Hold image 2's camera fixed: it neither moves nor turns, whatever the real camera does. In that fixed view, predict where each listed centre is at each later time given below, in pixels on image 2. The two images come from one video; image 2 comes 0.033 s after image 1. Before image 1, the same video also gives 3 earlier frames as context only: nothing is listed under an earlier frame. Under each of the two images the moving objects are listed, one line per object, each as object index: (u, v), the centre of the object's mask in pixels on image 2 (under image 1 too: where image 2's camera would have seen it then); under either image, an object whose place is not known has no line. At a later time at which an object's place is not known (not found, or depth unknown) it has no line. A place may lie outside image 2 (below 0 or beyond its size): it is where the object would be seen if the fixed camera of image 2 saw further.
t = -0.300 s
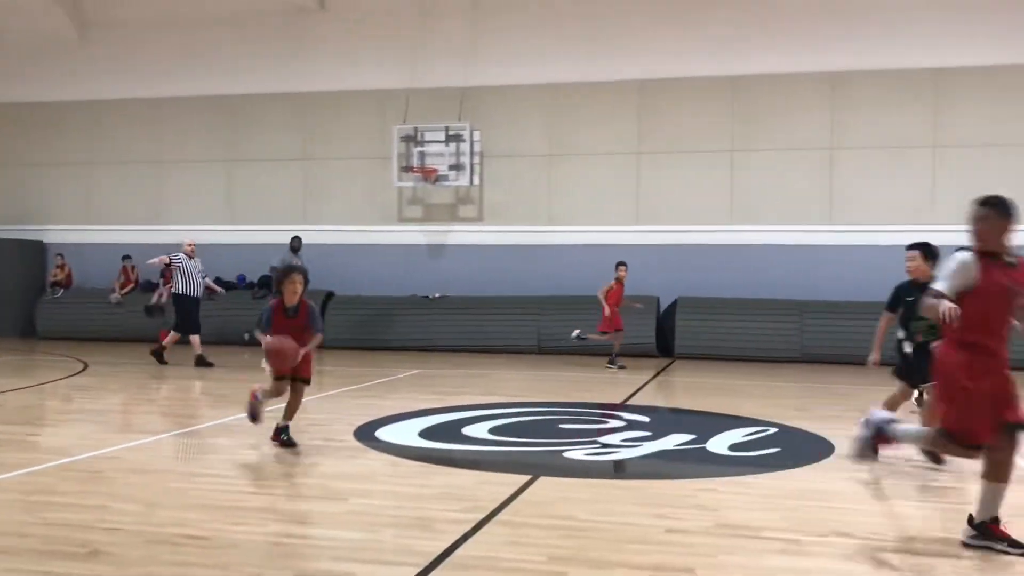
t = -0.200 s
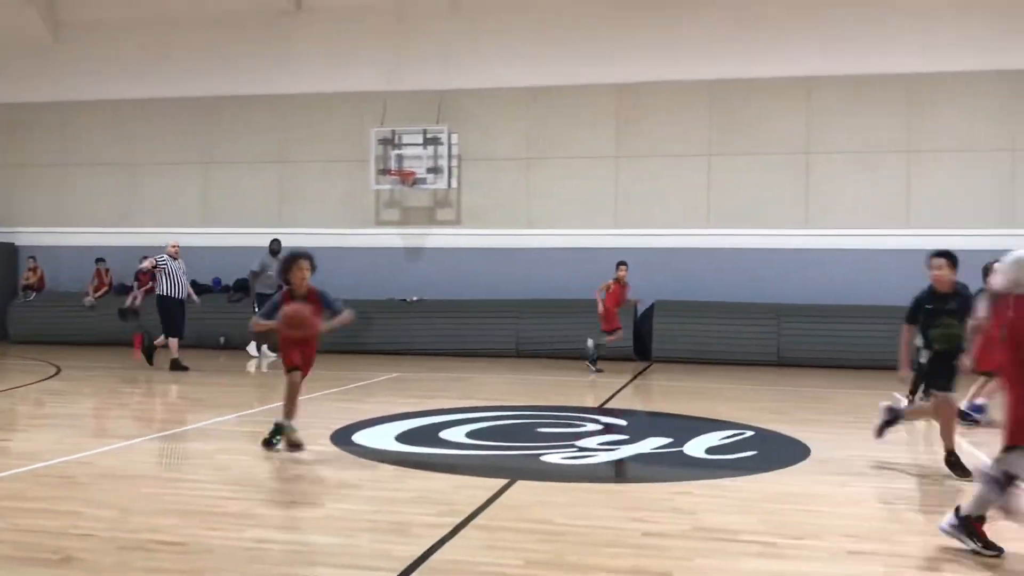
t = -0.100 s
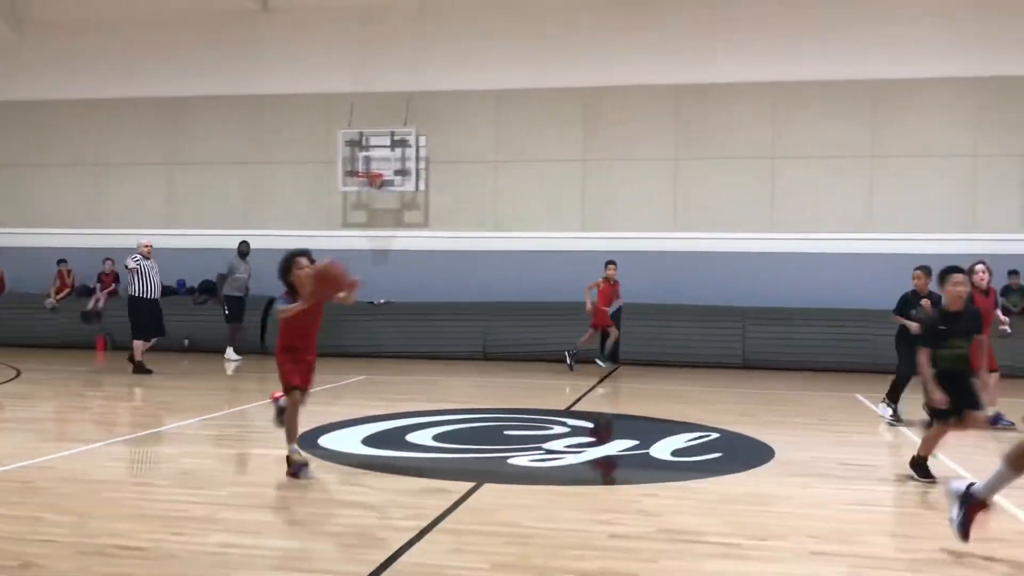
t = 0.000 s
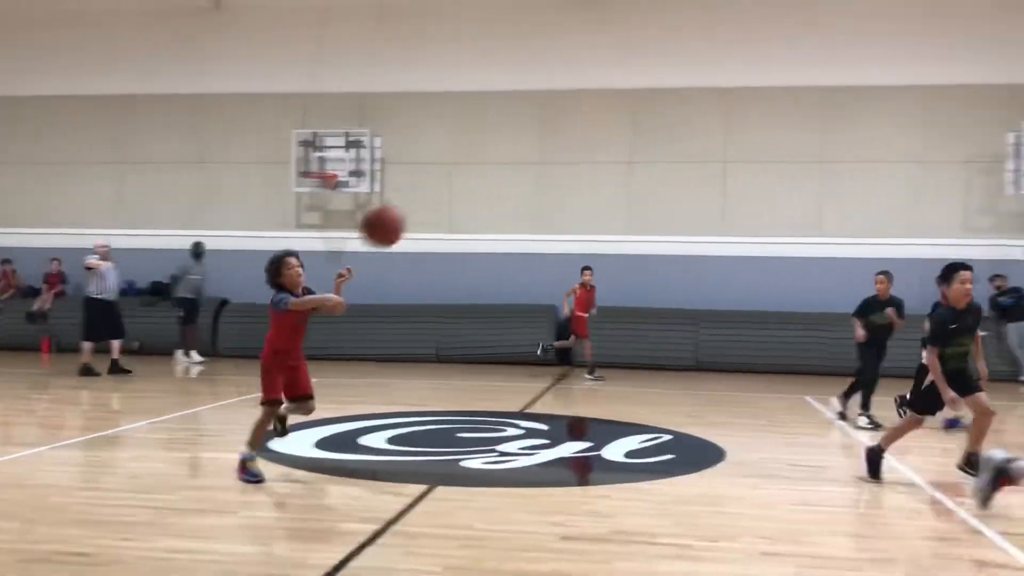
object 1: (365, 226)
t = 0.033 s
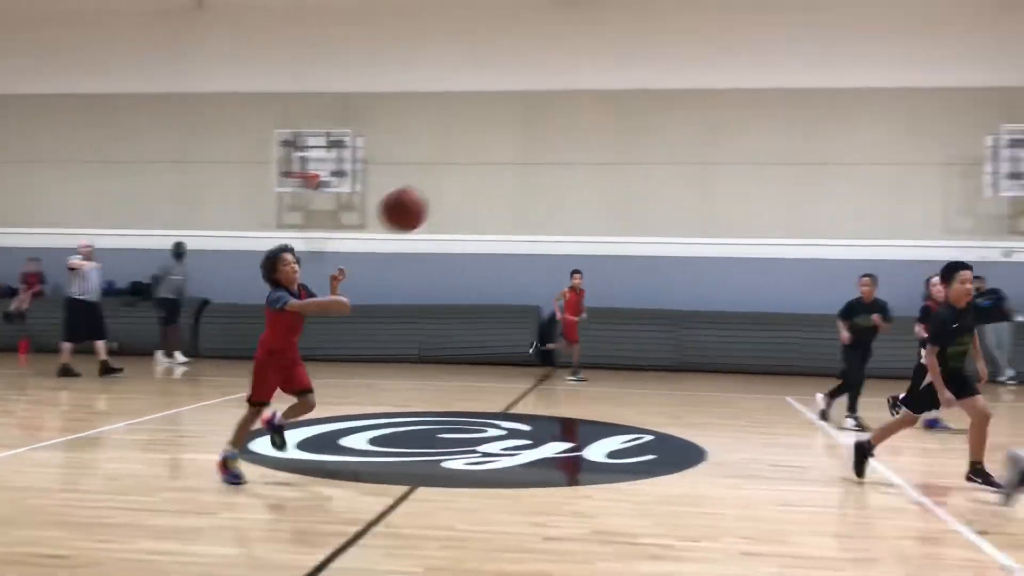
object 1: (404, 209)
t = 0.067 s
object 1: (445, 194)
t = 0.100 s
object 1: (491, 179)
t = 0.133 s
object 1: (542, 164)
